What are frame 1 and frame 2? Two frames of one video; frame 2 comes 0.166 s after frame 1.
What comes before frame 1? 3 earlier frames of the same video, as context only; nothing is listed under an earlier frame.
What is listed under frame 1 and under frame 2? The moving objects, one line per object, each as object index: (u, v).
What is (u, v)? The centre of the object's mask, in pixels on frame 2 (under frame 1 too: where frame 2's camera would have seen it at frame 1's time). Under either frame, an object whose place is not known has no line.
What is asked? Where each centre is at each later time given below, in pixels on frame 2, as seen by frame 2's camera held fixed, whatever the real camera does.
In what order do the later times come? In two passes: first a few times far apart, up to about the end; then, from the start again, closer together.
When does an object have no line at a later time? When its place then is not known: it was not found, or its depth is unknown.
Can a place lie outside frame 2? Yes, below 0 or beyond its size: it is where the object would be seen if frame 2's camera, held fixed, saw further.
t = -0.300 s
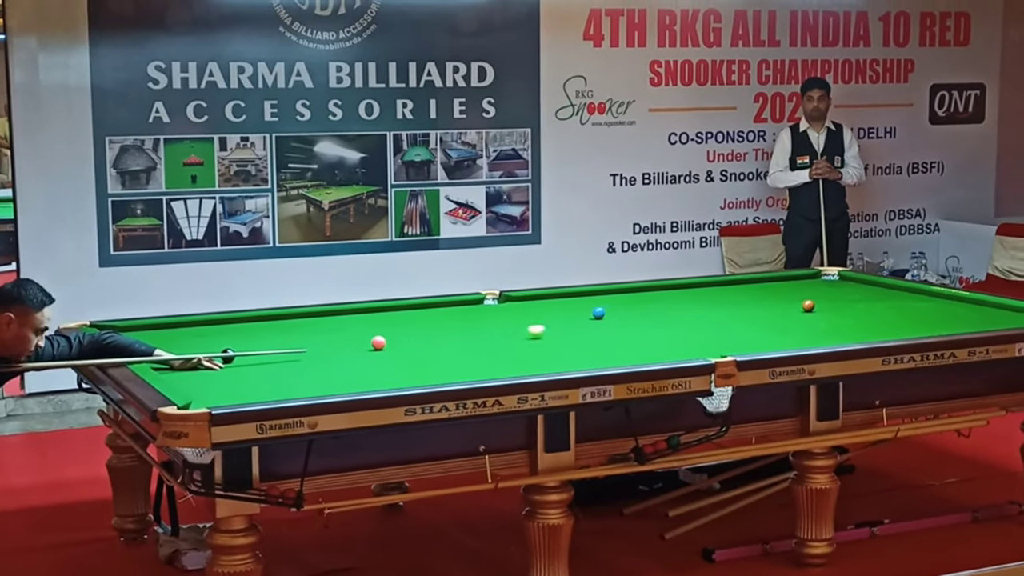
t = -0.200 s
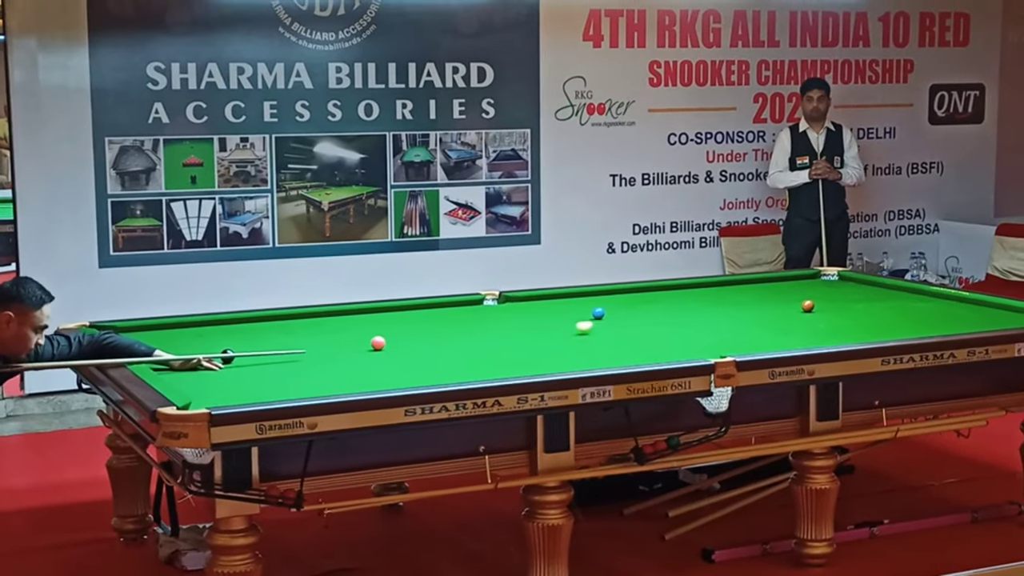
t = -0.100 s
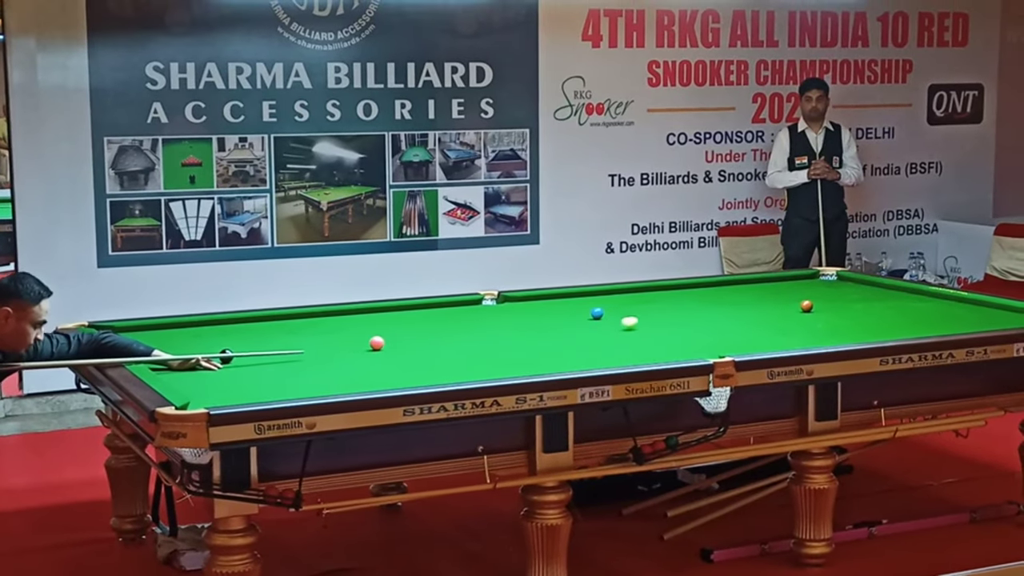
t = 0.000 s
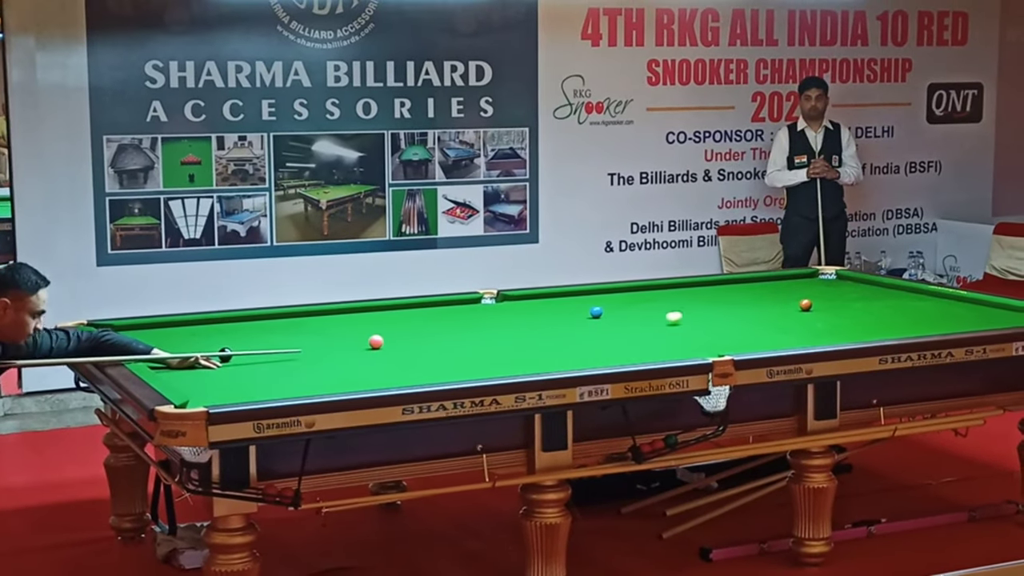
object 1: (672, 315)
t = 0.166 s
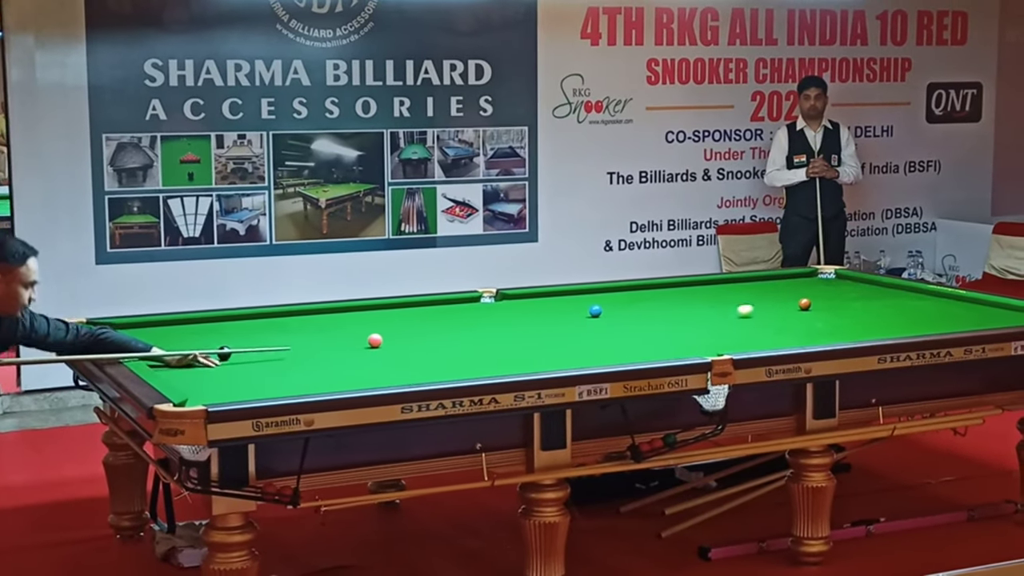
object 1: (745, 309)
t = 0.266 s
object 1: (787, 306)
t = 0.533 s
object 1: (896, 302)
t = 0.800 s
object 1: (977, 302)
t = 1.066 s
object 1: (936, 310)
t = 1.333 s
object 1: (900, 318)
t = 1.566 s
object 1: (869, 325)
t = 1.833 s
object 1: (832, 333)
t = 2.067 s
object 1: (798, 339)
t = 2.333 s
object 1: (752, 344)
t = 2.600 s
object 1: (698, 349)
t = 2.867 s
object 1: (644, 352)
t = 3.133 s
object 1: (592, 355)
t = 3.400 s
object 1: (540, 359)
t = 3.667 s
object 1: (489, 362)
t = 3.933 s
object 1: (440, 364)
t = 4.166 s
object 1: (397, 367)
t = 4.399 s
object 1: (355, 369)
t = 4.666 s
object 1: (308, 372)
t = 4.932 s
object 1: (263, 374)
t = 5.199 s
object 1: (219, 377)
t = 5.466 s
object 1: (177, 379)
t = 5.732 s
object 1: (192, 377)
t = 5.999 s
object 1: (212, 375)
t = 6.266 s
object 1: (230, 372)
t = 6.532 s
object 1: (245, 370)
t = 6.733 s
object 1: (256, 368)
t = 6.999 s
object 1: (268, 367)
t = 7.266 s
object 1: (279, 365)
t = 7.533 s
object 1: (288, 364)
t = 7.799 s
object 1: (294, 364)
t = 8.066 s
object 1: (300, 363)
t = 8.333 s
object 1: (303, 362)
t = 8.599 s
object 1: (306, 362)
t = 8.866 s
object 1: (306, 362)
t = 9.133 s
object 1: (306, 362)
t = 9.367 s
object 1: (306, 362)
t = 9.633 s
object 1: (306, 362)
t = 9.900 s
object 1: (306, 362)
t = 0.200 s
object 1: (758, 308)
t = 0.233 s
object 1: (772, 307)
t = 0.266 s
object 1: (787, 306)
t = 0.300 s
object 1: (800, 305)
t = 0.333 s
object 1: (814, 305)
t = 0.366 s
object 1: (827, 304)
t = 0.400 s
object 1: (840, 304)
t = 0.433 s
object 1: (855, 303)
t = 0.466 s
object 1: (868, 303)
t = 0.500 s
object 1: (882, 302)
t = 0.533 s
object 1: (896, 302)
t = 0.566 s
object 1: (909, 302)
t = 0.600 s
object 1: (922, 302)
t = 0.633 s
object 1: (936, 301)
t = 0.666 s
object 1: (949, 301)
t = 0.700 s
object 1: (963, 301)
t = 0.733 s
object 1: (976, 301)
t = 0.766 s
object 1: (983, 301)
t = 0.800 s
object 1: (977, 302)
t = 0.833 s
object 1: (970, 303)
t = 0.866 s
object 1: (964, 304)
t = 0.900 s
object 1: (958, 305)
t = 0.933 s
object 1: (954, 306)
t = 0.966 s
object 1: (949, 307)
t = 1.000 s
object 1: (944, 308)
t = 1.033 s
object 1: (940, 309)
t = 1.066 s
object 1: (936, 310)
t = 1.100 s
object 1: (932, 311)
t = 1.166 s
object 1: (923, 313)
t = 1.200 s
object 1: (918, 314)
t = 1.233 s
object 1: (914, 315)
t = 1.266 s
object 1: (909, 316)
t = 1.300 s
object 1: (905, 317)
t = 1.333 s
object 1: (900, 318)
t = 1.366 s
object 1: (896, 318)
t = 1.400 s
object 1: (892, 320)
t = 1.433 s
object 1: (887, 321)
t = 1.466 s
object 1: (883, 322)
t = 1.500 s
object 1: (878, 323)
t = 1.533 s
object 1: (873, 324)
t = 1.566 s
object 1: (869, 325)
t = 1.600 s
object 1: (864, 326)
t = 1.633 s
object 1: (860, 327)
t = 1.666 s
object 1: (855, 328)
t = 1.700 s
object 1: (850, 329)
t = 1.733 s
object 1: (846, 330)
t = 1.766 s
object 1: (841, 331)
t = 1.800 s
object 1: (836, 332)
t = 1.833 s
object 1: (832, 333)
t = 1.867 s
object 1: (827, 334)
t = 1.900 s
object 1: (822, 334)
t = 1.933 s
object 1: (818, 335)
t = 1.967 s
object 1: (812, 336)
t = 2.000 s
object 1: (808, 337)
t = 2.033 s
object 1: (803, 338)
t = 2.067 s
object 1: (798, 339)
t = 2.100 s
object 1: (793, 340)
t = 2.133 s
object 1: (788, 340)
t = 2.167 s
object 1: (783, 341)
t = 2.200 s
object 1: (778, 342)
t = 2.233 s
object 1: (772, 343)
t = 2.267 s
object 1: (767, 343)
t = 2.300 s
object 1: (760, 344)
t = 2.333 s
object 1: (752, 344)
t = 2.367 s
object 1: (745, 345)
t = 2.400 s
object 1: (738, 345)
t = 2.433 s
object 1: (732, 346)
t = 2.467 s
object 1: (725, 347)
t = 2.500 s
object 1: (718, 347)
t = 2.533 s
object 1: (712, 348)
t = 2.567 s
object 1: (705, 349)
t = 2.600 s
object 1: (698, 349)
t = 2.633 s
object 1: (692, 349)
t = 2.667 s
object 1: (684, 349)
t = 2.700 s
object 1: (678, 350)
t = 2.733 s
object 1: (671, 350)
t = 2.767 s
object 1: (664, 350)
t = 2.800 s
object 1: (658, 351)
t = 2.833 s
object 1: (651, 351)
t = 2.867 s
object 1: (644, 352)
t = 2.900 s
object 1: (637, 352)
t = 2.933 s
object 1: (631, 352)
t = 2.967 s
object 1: (624, 353)
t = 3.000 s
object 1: (618, 354)
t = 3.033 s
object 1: (611, 354)
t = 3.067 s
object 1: (605, 354)
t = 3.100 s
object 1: (598, 355)
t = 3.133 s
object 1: (592, 355)
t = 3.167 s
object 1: (585, 356)
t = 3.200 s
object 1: (579, 356)
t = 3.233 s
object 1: (572, 356)
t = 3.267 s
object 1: (566, 357)
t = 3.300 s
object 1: (559, 358)
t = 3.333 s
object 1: (553, 358)
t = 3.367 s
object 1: (546, 358)
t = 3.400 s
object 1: (540, 359)
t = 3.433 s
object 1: (533, 359)
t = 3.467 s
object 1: (527, 360)
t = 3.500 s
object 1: (520, 360)
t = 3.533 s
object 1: (515, 360)
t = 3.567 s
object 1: (508, 360)
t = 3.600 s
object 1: (502, 360)
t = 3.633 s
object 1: (496, 361)
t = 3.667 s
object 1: (489, 362)
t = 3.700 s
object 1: (483, 362)
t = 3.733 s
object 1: (477, 362)
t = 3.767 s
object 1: (470, 363)
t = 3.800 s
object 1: (464, 363)
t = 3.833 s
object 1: (458, 363)
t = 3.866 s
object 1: (452, 364)
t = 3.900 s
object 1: (446, 364)
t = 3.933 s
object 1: (440, 364)
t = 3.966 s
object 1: (433, 364)
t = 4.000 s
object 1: (427, 365)
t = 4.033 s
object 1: (421, 366)
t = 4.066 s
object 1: (416, 366)
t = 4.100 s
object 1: (409, 366)
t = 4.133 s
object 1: (403, 366)
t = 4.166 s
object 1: (397, 367)
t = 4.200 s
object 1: (391, 367)
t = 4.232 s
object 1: (385, 367)
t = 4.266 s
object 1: (379, 368)
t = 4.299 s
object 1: (373, 368)
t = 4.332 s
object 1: (367, 369)
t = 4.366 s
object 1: (361, 369)
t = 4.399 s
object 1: (355, 369)
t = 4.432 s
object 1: (350, 369)
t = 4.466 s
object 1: (344, 370)
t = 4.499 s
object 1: (338, 370)
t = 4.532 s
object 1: (332, 371)
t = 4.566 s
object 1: (326, 371)
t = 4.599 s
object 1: (320, 372)
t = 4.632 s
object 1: (314, 372)
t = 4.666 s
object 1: (308, 372)
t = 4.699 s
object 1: (303, 372)
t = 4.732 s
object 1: (297, 373)
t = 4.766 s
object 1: (291, 373)
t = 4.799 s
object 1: (286, 373)
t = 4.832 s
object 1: (280, 373)
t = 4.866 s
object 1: (274, 374)
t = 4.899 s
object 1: (269, 374)
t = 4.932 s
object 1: (263, 374)
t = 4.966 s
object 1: (258, 375)
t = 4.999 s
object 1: (252, 375)
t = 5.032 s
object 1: (246, 375)
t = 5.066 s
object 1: (241, 376)
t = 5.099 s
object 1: (235, 376)
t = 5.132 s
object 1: (230, 376)
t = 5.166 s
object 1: (224, 376)
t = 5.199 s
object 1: (219, 377)
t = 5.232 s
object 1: (214, 377)
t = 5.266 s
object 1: (208, 377)
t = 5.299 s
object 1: (202, 378)
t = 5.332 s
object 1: (198, 378)
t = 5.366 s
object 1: (192, 378)
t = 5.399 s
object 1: (186, 379)
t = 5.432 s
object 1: (182, 379)
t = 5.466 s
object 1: (177, 379)
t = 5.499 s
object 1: (173, 378)
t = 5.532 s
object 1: (175, 378)
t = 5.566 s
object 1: (178, 379)
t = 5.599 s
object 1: (181, 379)
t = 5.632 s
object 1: (184, 378)
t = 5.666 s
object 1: (187, 378)
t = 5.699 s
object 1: (189, 378)
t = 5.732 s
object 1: (192, 377)
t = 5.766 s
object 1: (195, 377)
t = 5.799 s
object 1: (197, 377)
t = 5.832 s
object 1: (200, 376)
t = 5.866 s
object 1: (202, 376)
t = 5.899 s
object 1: (204, 376)
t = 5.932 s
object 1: (207, 375)
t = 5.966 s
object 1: (210, 375)
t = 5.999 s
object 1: (212, 375)
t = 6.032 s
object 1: (215, 374)
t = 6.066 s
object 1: (217, 374)
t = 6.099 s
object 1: (219, 374)
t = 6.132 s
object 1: (221, 373)
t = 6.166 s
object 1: (223, 373)
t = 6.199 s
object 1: (225, 373)
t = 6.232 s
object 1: (228, 373)
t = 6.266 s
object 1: (230, 372)
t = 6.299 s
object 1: (231, 372)
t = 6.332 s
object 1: (234, 371)
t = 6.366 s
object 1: (236, 371)
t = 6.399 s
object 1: (238, 371)
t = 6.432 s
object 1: (240, 370)
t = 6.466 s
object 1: (242, 370)
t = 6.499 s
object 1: (244, 370)
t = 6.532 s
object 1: (245, 370)
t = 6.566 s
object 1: (247, 370)
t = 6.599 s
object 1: (249, 369)
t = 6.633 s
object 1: (251, 369)
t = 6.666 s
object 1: (252, 369)
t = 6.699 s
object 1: (254, 369)
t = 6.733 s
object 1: (256, 368)
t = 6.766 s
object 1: (257, 368)
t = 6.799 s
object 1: (259, 368)
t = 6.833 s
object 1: (261, 368)
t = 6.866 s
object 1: (262, 368)
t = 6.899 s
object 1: (264, 367)
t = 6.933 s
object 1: (265, 367)
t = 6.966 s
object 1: (267, 367)
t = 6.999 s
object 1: (268, 367)
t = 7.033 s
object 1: (270, 366)
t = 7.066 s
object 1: (271, 366)
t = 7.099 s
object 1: (272, 366)
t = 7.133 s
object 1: (274, 366)
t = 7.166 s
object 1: (275, 366)
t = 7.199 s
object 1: (276, 366)
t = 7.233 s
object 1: (278, 365)
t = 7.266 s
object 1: (279, 365)
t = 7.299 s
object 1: (280, 365)
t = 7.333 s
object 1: (281, 365)
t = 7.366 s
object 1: (282, 365)
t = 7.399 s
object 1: (283, 365)
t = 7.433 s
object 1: (284, 365)
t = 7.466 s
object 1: (286, 364)
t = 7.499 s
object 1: (287, 365)
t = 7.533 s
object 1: (288, 364)
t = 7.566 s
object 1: (289, 364)
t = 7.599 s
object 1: (289, 364)
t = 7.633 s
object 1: (290, 364)
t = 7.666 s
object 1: (291, 364)
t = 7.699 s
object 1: (292, 364)
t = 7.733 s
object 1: (293, 364)
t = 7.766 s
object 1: (294, 364)
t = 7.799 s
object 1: (294, 364)
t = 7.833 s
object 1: (295, 363)
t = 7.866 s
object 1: (296, 363)
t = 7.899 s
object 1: (297, 363)
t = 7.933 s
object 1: (297, 363)
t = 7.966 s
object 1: (298, 363)
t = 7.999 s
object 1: (298, 363)
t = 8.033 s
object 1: (299, 363)
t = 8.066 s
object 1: (300, 363)
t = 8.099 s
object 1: (300, 363)
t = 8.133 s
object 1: (301, 362)
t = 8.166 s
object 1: (301, 362)
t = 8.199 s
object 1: (302, 362)
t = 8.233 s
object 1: (302, 362)
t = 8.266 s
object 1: (302, 362)
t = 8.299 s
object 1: (303, 362)
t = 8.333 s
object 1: (303, 362)
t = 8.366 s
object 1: (304, 362)
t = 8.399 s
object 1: (304, 362)
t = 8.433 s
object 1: (304, 362)
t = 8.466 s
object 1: (305, 362)
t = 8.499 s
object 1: (305, 362)
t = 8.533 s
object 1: (305, 362)
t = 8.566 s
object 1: (306, 362)
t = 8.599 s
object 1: (306, 362)
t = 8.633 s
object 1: (306, 362)
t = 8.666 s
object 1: (306, 362)
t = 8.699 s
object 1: (306, 362)
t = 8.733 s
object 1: (306, 362)
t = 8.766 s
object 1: (306, 362)
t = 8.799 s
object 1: (306, 362)
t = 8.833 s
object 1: (307, 362)
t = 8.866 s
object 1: (306, 362)
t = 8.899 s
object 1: (307, 362)
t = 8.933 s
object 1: (306, 362)
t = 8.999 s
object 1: (306, 362)
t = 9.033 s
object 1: (306, 362)
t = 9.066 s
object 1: (306, 362)
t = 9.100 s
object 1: (306, 362)
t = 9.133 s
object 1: (306, 362)
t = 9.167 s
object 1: (306, 362)
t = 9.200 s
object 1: (306, 362)
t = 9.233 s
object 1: (306, 362)
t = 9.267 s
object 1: (306, 362)
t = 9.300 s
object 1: (306, 362)
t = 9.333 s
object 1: (306, 362)
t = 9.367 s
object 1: (306, 362)
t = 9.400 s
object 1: (306, 362)
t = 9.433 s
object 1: (306, 362)
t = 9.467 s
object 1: (306, 362)
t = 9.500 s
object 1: (307, 362)
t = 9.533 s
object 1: (306, 362)
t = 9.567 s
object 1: (306, 362)
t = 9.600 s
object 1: (306, 362)
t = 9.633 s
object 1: (306, 362)
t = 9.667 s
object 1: (306, 362)
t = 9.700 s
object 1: (306, 362)
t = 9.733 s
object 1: (306, 362)
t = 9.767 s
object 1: (307, 362)
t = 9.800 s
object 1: (306, 362)
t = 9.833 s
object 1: (307, 362)
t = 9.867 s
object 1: (306, 362)
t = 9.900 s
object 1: (306, 362)
